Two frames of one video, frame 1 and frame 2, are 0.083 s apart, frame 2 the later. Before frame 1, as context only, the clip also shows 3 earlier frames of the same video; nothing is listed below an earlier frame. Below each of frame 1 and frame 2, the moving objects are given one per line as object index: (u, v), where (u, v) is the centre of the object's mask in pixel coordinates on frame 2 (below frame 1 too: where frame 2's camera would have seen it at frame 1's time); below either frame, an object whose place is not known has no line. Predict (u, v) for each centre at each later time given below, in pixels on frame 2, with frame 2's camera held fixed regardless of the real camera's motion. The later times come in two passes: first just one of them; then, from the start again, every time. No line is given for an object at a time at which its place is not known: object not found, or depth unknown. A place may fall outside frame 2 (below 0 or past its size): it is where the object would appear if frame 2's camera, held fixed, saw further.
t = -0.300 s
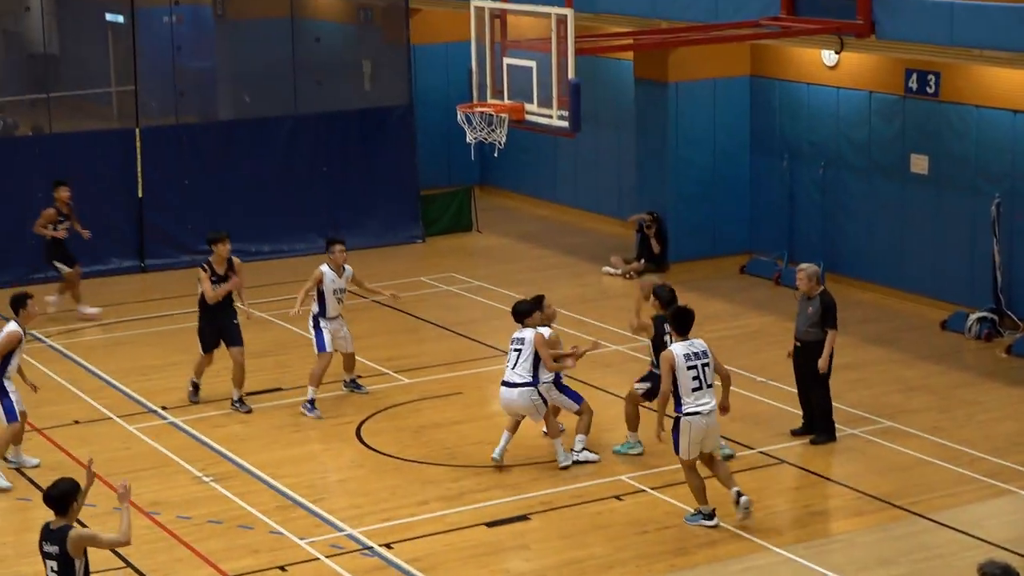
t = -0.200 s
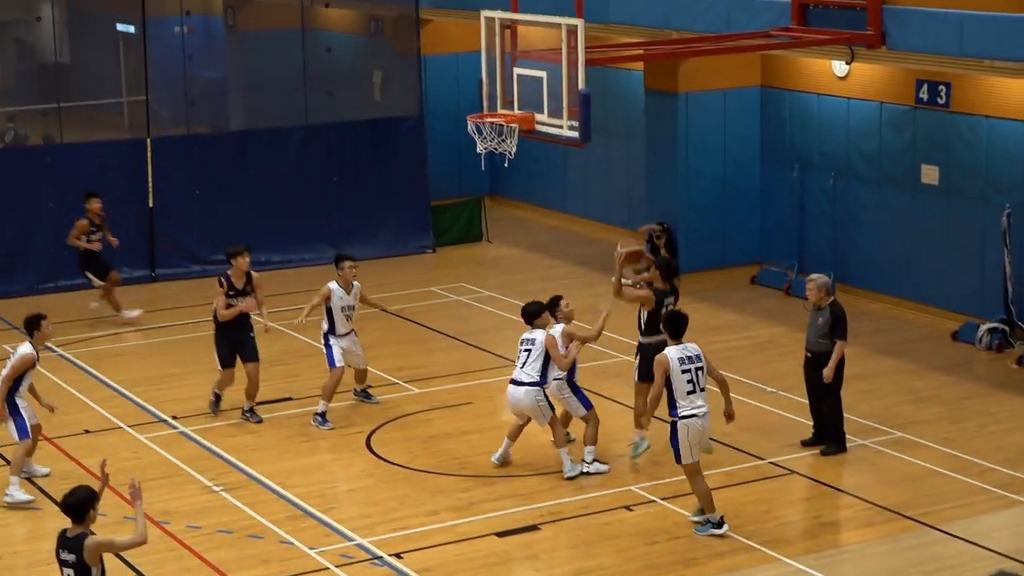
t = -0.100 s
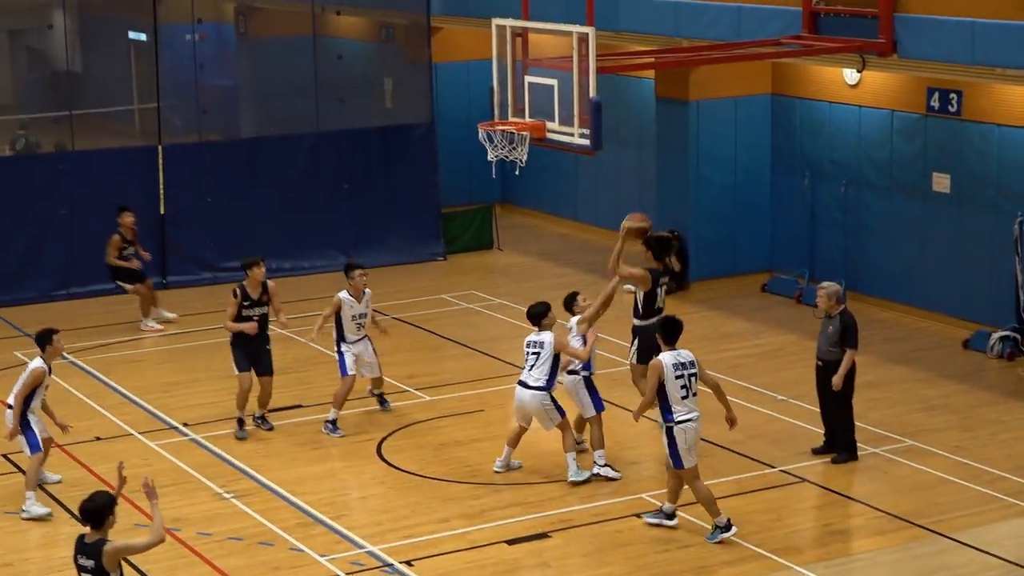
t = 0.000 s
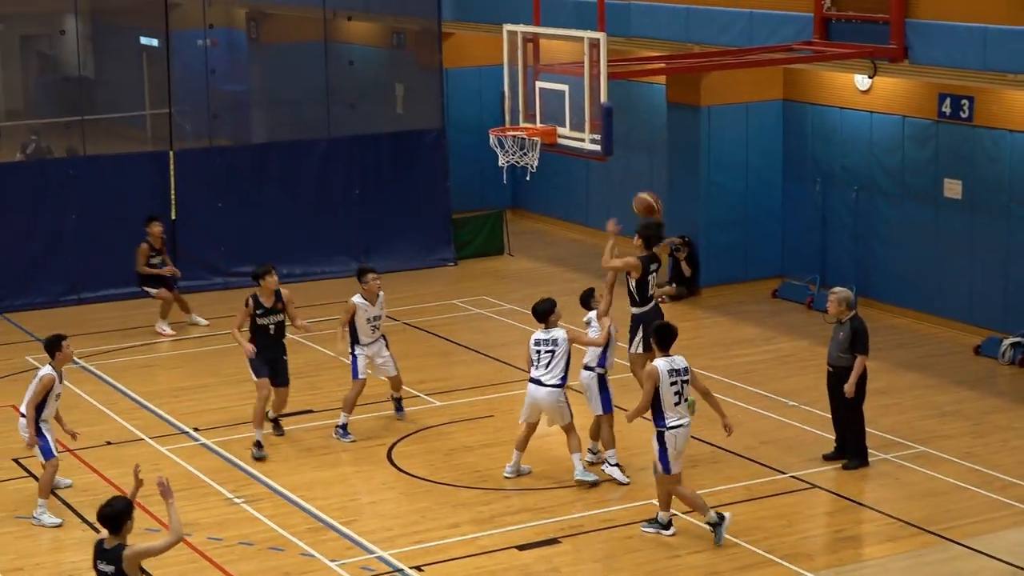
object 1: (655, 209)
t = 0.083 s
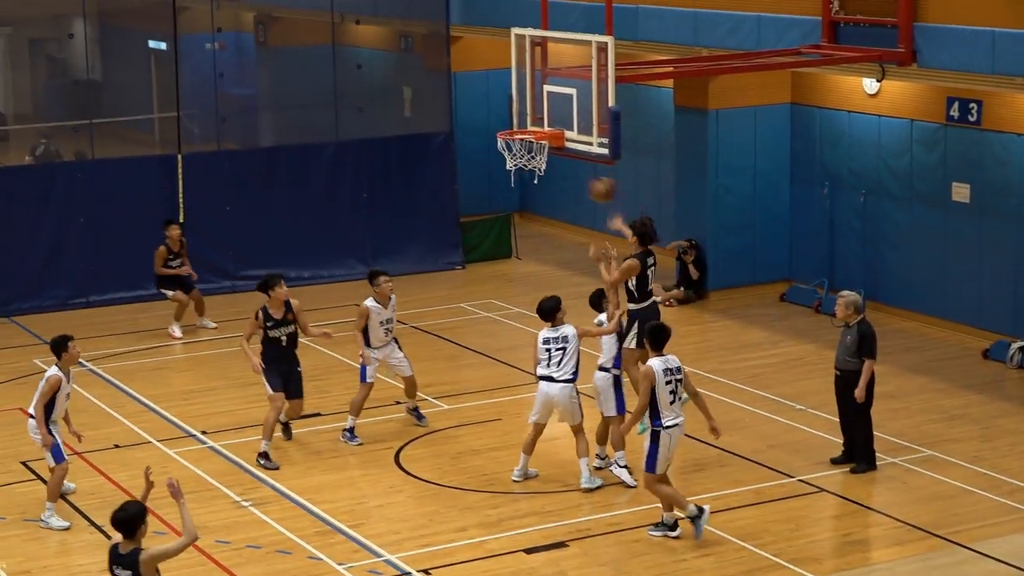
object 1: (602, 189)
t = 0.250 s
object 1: (469, 178)
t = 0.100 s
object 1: (587, 187)
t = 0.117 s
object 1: (572, 184)
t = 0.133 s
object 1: (559, 183)
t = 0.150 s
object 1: (546, 182)
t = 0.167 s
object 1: (532, 182)
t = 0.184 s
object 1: (519, 179)
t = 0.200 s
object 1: (506, 179)
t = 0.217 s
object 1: (493, 178)
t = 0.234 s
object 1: (481, 178)
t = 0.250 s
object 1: (469, 178)
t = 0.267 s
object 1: (457, 178)
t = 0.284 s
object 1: (445, 178)
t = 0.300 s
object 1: (432, 179)
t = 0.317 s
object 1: (421, 180)
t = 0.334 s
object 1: (409, 181)
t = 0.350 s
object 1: (398, 183)
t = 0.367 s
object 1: (387, 185)
